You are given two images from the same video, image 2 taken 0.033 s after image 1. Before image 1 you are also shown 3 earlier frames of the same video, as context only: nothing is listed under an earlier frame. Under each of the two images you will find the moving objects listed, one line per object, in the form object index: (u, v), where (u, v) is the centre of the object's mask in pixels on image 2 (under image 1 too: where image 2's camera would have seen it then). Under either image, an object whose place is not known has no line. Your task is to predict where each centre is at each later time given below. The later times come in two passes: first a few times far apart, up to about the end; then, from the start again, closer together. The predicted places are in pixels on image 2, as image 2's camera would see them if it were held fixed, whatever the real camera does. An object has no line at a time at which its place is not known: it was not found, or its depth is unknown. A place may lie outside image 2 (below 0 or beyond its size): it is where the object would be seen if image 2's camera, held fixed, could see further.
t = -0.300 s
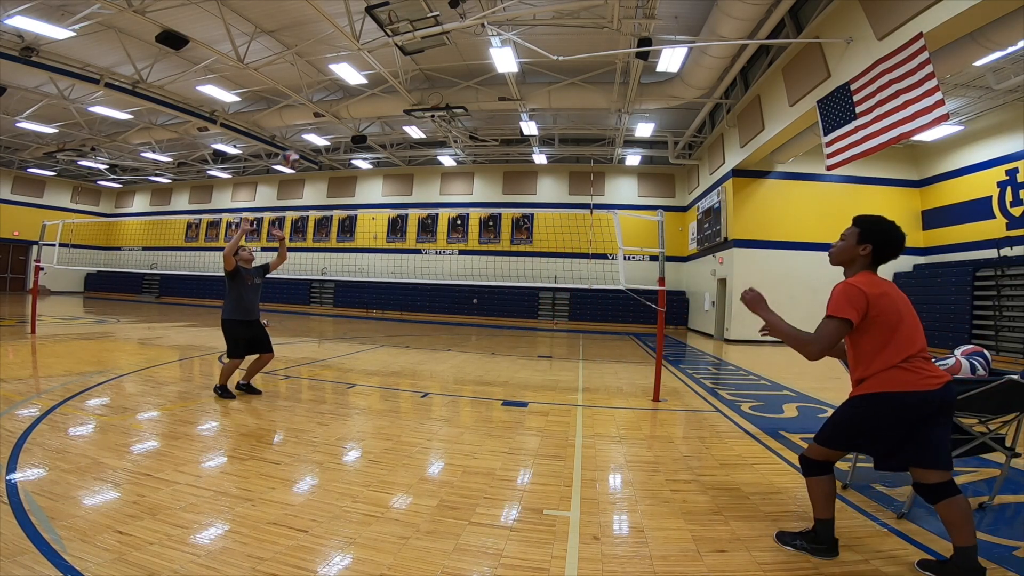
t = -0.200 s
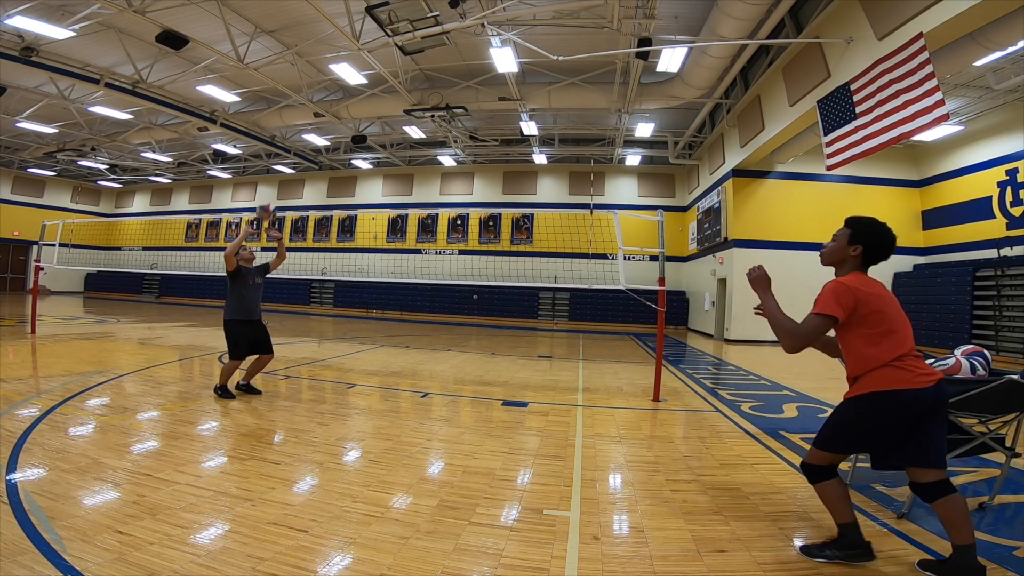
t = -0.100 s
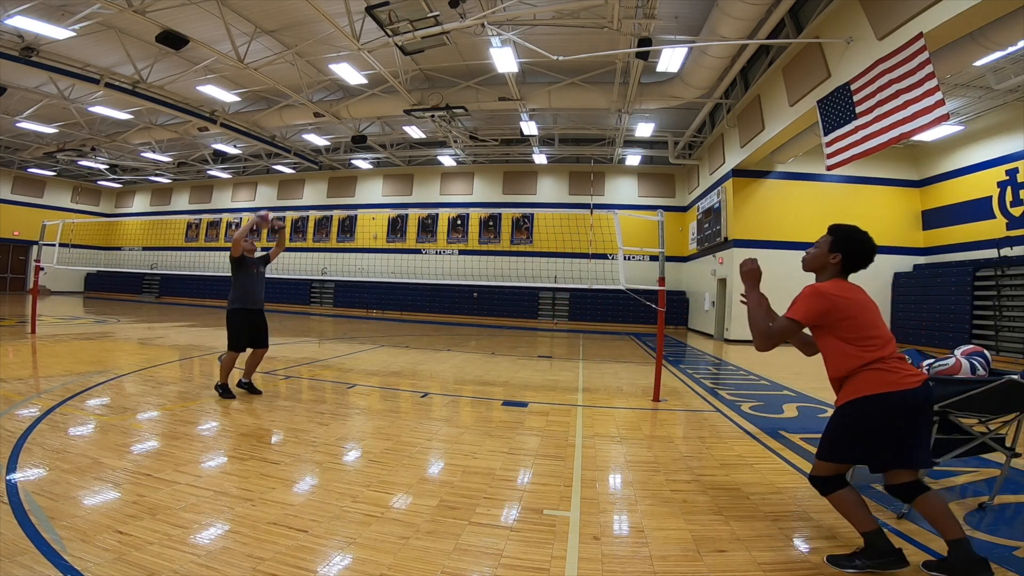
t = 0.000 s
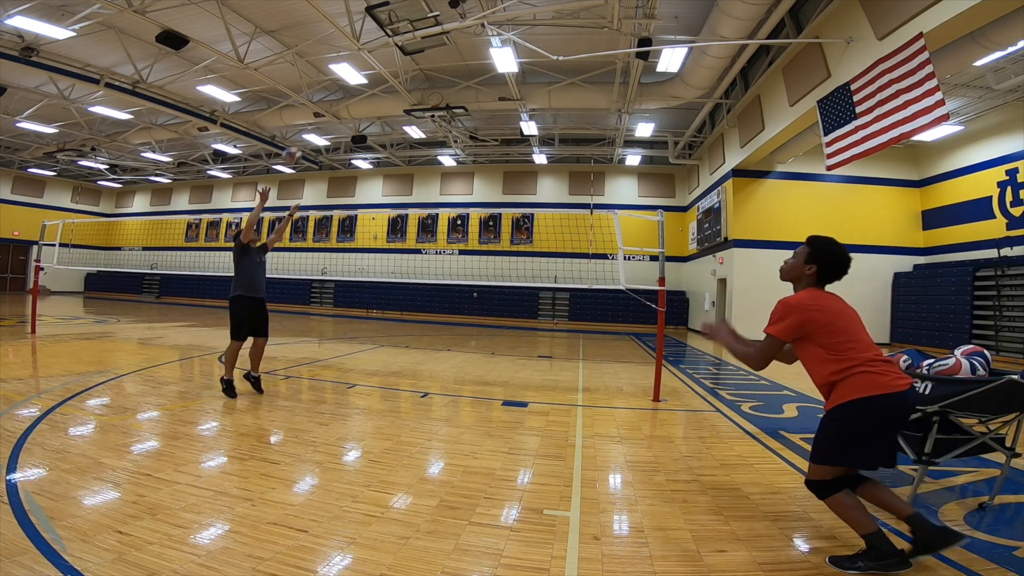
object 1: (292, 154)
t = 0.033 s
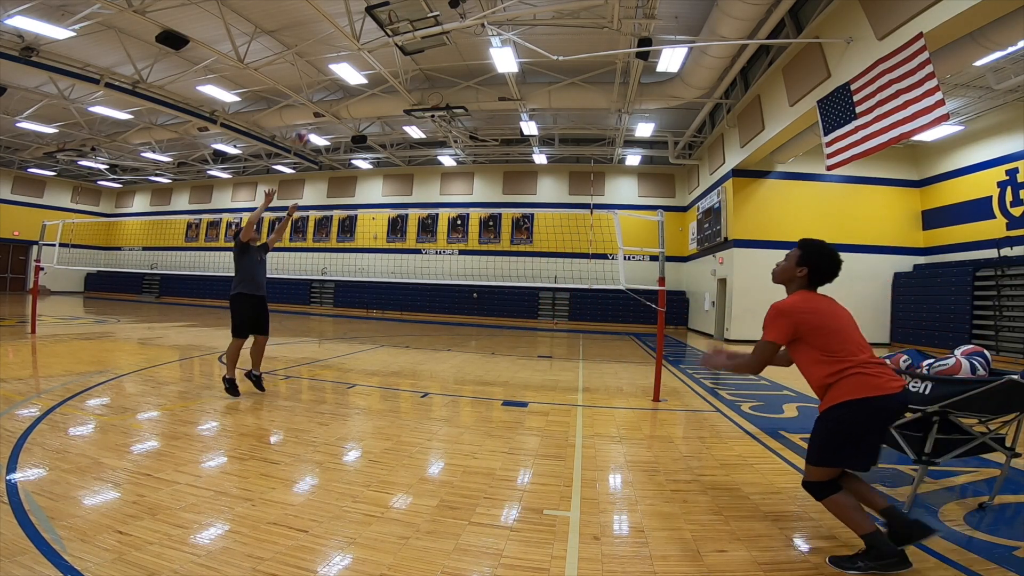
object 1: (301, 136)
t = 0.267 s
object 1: (360, 51)
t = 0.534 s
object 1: (410, 6)
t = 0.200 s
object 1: (345, 69)
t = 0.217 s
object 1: (349, 64)
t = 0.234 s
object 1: (353, 59)
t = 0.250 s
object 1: (356, 55)
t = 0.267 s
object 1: (360, 51)
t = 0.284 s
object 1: (363, 46)
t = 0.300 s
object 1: (367, 42)
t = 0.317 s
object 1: (370, 39)
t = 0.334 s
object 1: (374, 35)
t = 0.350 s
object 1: (377, 32)
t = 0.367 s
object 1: (380, 29)
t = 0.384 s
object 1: (383, 25)
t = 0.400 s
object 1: (386, 23)
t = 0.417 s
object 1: (390, 20)
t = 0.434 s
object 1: (393, 18)
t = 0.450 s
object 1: (396, 15)
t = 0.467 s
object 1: (398, 14)
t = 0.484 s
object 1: (402, 11)
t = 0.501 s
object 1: (404, 9)
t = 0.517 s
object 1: (407, 8)
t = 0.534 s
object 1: (410, 6)
